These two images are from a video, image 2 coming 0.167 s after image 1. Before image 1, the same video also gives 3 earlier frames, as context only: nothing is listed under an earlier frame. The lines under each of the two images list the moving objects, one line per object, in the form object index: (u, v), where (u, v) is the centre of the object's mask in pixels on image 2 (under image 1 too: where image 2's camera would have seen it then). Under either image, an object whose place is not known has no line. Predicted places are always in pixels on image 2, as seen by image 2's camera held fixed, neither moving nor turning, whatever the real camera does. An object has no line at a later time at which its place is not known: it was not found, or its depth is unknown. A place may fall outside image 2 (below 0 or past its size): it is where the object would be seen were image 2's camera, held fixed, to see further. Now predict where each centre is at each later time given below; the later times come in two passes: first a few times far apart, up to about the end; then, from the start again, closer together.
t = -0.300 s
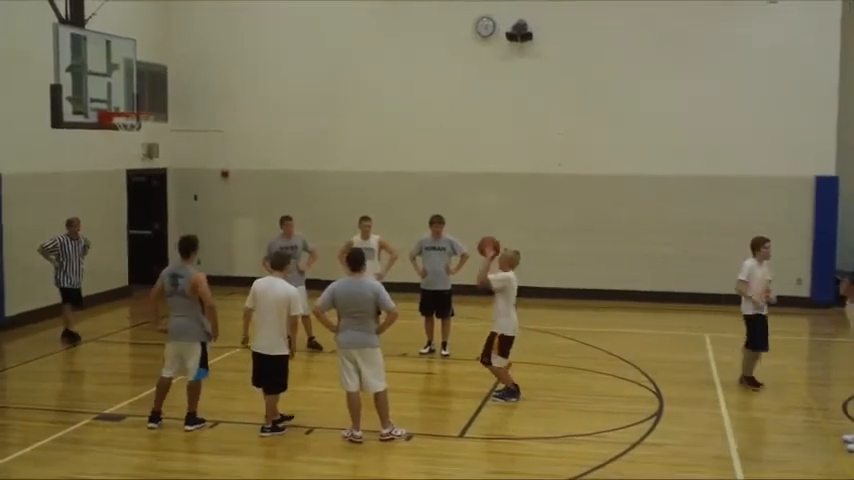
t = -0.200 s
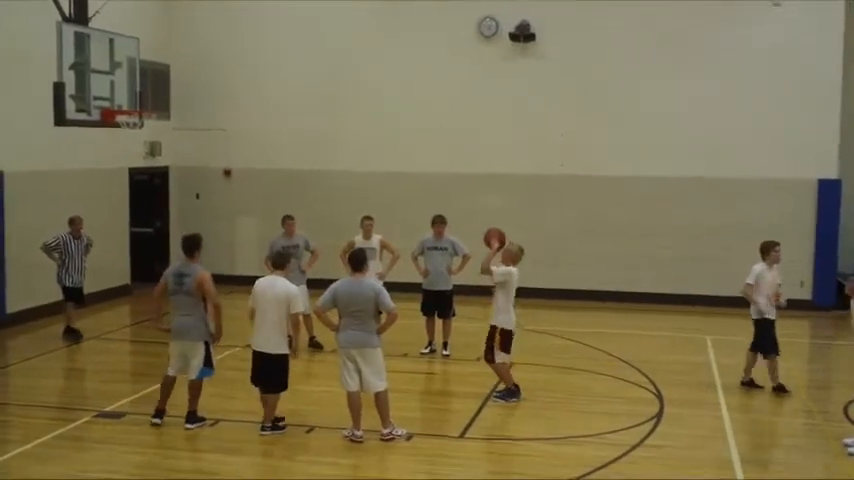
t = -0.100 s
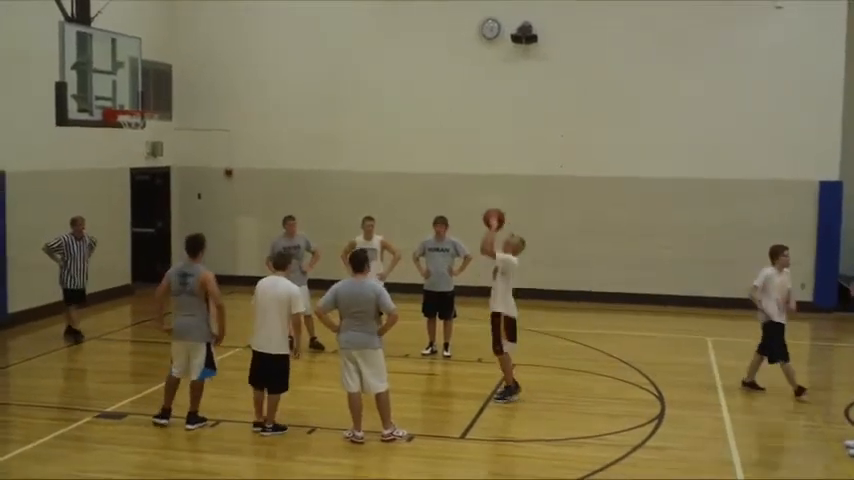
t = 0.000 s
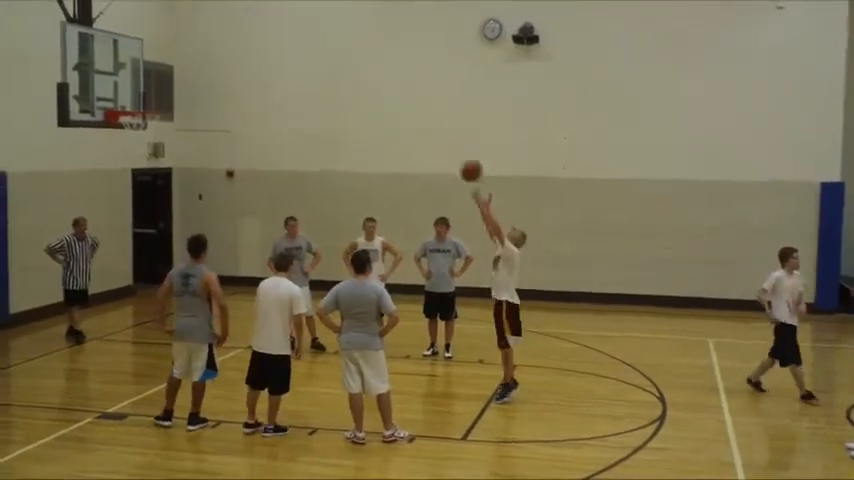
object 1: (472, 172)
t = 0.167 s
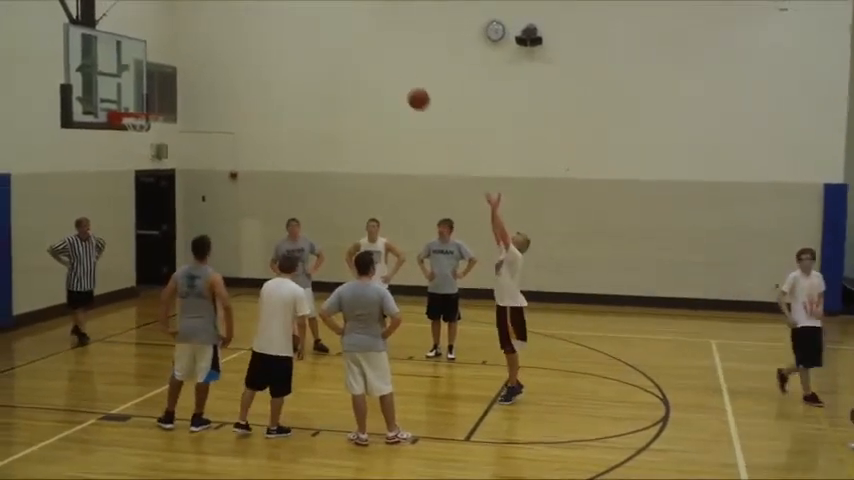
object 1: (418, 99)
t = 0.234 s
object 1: (397, 76)
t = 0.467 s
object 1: (323, 30)
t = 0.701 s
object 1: (251, 32)
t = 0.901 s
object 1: (192, 72)
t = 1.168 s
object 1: (133, 104)
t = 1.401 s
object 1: (122, 83)
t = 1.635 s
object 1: (114, 109)
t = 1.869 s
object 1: (120, 121)
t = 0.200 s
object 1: (407, 87)
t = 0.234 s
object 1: (397, 76)
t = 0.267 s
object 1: (386, 67)
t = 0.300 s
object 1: (376, 58)
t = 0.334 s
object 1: (365, 50)
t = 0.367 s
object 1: (354, 44)
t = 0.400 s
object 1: (343, 38)
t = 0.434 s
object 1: (333, 33)
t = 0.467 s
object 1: (323, 30)
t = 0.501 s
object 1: (312, 27)
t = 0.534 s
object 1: (303, 26)
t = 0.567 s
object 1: (292, 25)
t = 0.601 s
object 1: (282, 25)
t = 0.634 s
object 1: (272, 27)
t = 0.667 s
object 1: (262, 30)
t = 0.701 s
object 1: (251, 32)
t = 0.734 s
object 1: (242, 37)
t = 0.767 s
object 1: (231, 42)
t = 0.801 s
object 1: (222, 48)
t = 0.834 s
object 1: (212, 55)
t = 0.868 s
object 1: (201, 63)
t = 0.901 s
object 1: (192, 72)
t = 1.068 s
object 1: (148, 105)
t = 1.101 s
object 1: (145, 106)
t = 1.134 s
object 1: (136, 105)
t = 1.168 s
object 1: (133, 104)
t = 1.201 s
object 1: (131, 99)
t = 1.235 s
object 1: (129, 93)
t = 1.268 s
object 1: (127, 90)
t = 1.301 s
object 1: (126, 86)
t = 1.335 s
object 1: (125, 85)
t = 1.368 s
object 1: (123, 84)
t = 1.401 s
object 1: (122, 83)
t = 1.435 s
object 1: (120, 83)
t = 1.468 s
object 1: (119, 84)
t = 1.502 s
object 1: (117, 86)
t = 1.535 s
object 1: (115, 90)
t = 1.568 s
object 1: (114, 94)
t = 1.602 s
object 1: (113, 100)
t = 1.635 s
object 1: (114, 109)
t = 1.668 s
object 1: (113, 118)
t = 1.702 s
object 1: (112, 116)
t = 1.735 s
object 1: (112, 118)
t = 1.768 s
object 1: (115, 117)
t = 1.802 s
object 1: (115, 116)
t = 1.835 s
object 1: (118, 118)
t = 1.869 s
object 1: (120, 121)
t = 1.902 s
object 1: (122, 123)
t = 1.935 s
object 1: (126, 128)
